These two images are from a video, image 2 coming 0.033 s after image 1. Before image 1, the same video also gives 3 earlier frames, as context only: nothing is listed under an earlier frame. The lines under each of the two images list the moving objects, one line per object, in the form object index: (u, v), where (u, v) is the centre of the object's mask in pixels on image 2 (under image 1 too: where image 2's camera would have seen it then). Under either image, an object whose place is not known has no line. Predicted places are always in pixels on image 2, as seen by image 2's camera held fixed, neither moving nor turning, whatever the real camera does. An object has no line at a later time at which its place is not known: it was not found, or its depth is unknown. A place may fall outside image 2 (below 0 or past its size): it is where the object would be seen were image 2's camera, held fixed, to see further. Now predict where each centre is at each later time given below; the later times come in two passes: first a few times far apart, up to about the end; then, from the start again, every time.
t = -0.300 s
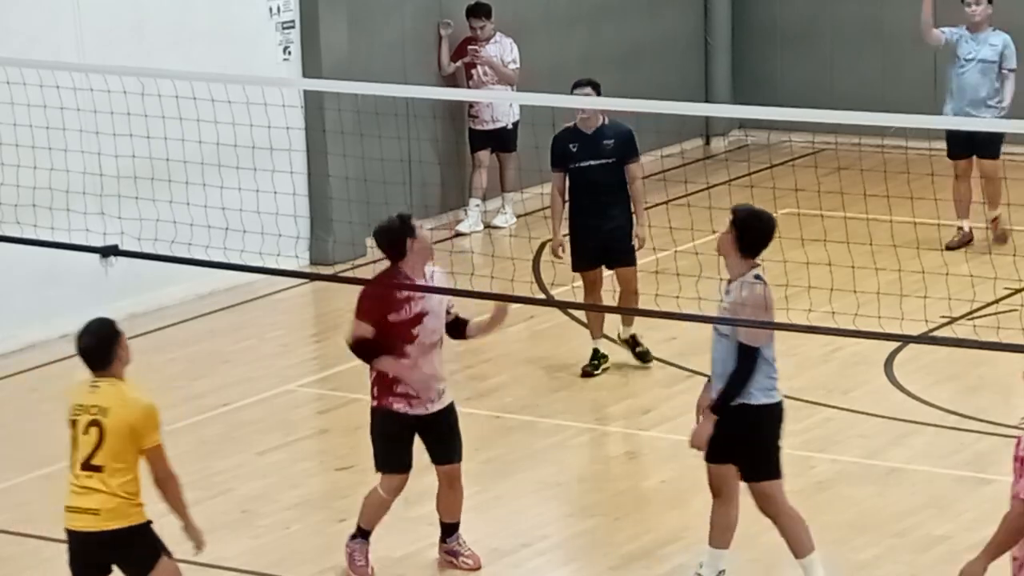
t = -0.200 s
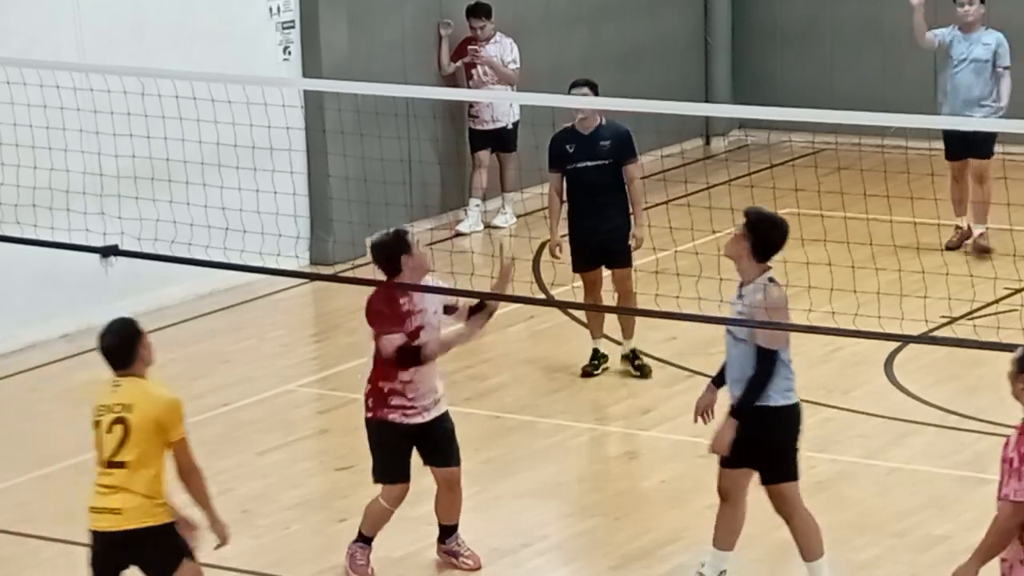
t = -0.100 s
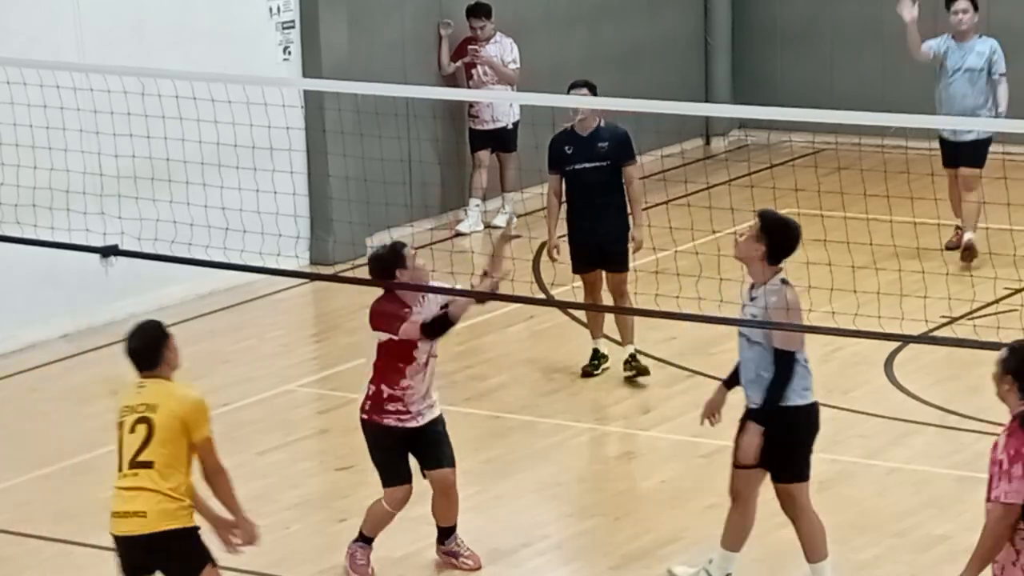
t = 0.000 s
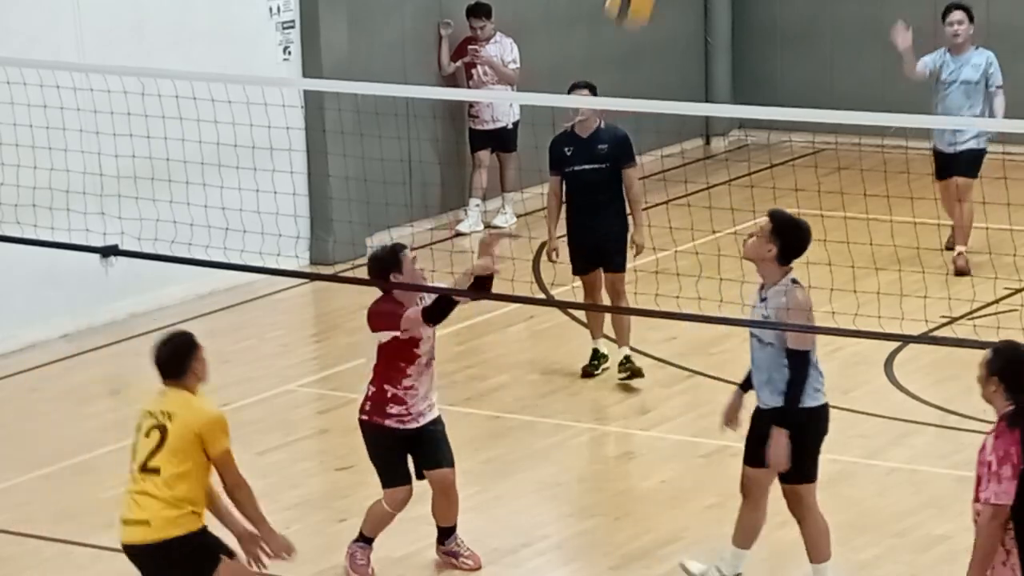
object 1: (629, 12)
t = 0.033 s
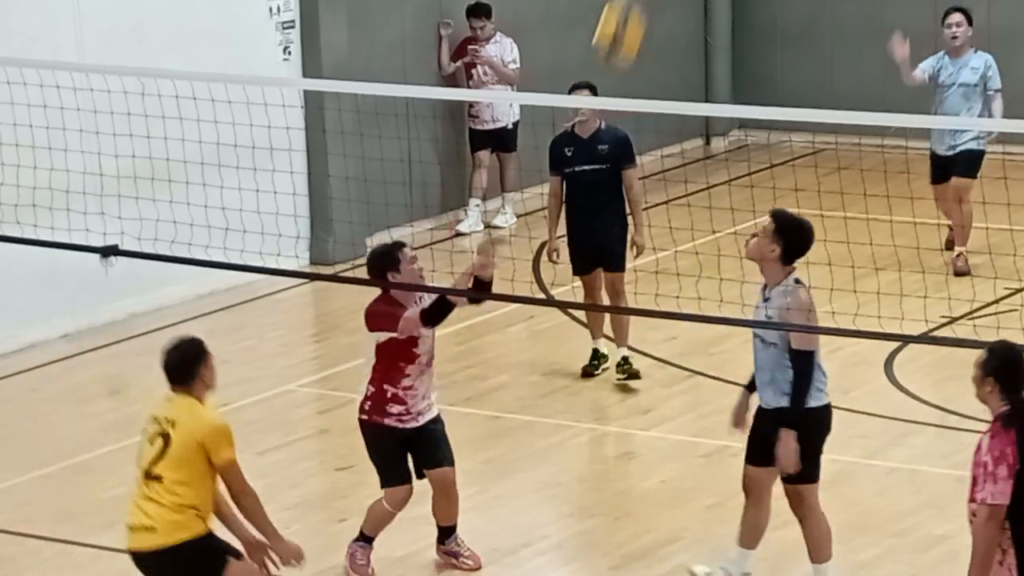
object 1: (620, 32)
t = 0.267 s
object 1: (542, 296)
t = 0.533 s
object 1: (594, 369)
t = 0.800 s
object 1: (652, 563)
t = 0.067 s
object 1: (607, 66)
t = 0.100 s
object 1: (591, 120)
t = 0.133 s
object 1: (579, 162)
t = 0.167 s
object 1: (570, 205)
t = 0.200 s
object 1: (547, 250)
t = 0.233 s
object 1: (542, 288)
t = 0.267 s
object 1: (542, 296)
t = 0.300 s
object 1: (546, 299)
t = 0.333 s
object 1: (551, 301)
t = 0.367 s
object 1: (559, 311)
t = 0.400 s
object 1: (565, 316)
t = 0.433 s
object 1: (572, 324)
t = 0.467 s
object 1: (581, 336)
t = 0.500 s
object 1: (588, 350)
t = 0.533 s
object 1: (594, 369)
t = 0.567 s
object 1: (599, 385)
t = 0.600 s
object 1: (607, 401)
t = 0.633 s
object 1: (616, 426)
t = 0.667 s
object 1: (623, 456)
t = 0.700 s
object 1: (630, 482)
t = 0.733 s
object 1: (638, 510)
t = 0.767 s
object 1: (646, 543)
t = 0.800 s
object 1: (652, 563)
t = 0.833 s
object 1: (663, 565)
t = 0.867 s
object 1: (667, 549)
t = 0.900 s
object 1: (675, 522)
